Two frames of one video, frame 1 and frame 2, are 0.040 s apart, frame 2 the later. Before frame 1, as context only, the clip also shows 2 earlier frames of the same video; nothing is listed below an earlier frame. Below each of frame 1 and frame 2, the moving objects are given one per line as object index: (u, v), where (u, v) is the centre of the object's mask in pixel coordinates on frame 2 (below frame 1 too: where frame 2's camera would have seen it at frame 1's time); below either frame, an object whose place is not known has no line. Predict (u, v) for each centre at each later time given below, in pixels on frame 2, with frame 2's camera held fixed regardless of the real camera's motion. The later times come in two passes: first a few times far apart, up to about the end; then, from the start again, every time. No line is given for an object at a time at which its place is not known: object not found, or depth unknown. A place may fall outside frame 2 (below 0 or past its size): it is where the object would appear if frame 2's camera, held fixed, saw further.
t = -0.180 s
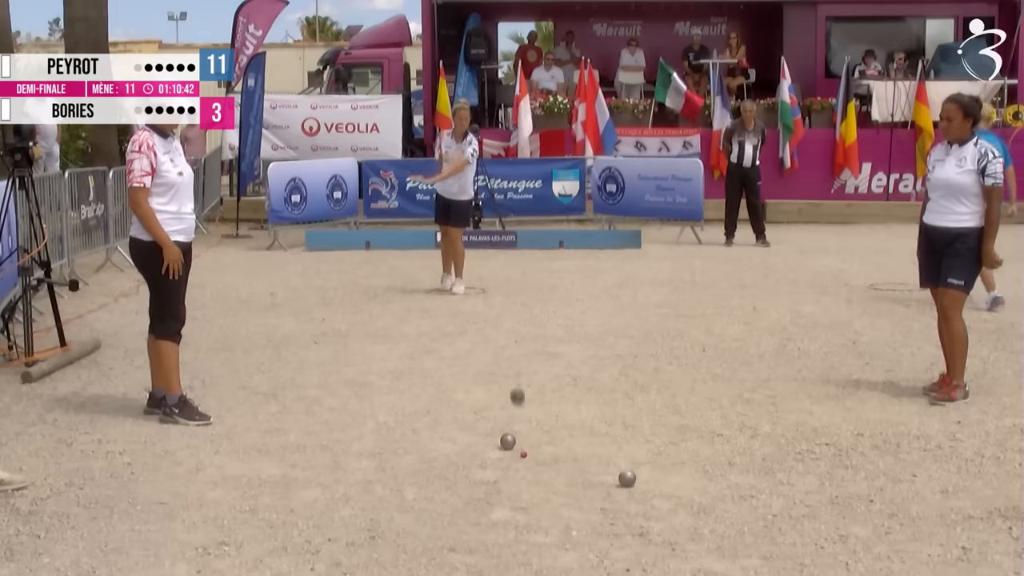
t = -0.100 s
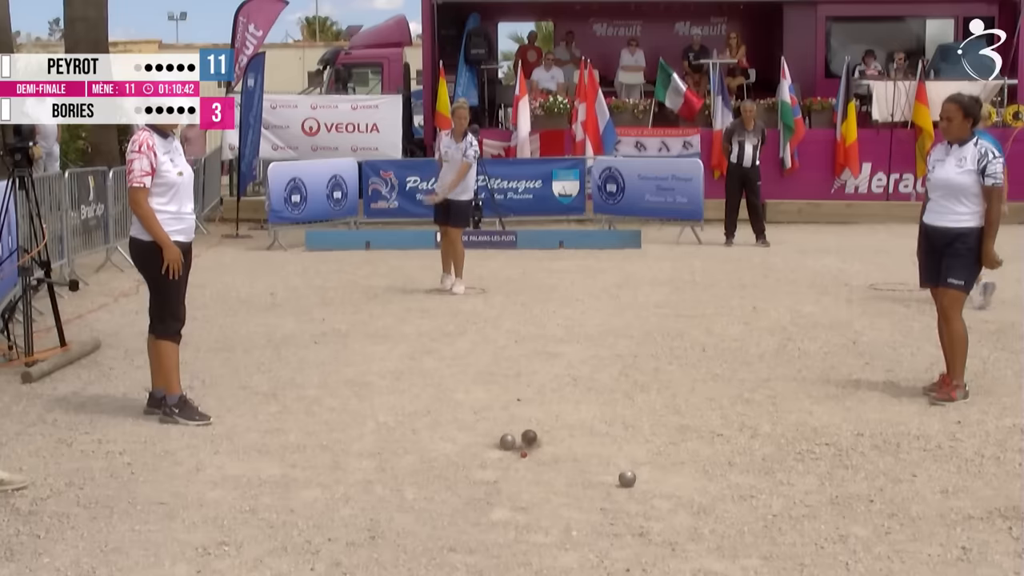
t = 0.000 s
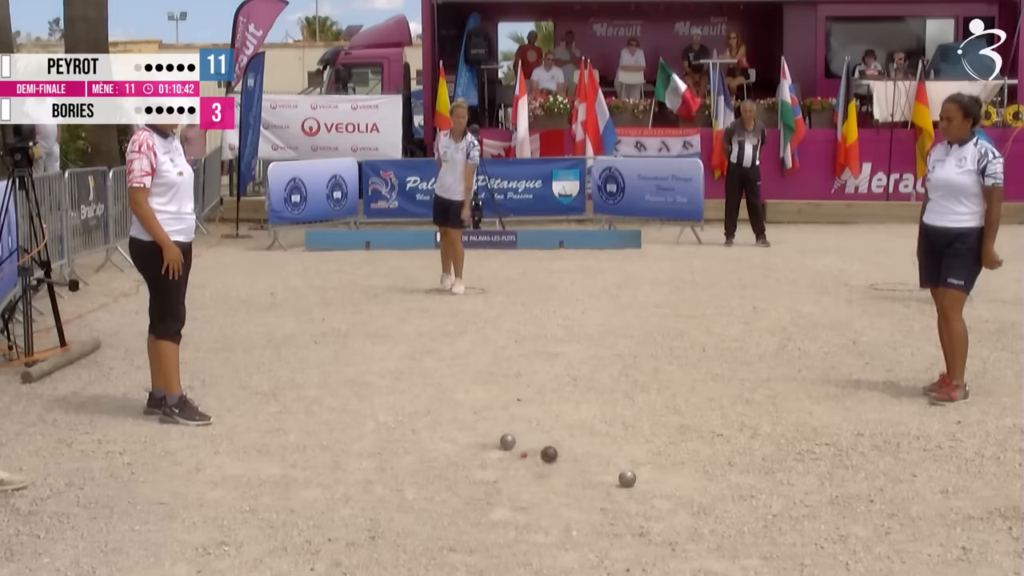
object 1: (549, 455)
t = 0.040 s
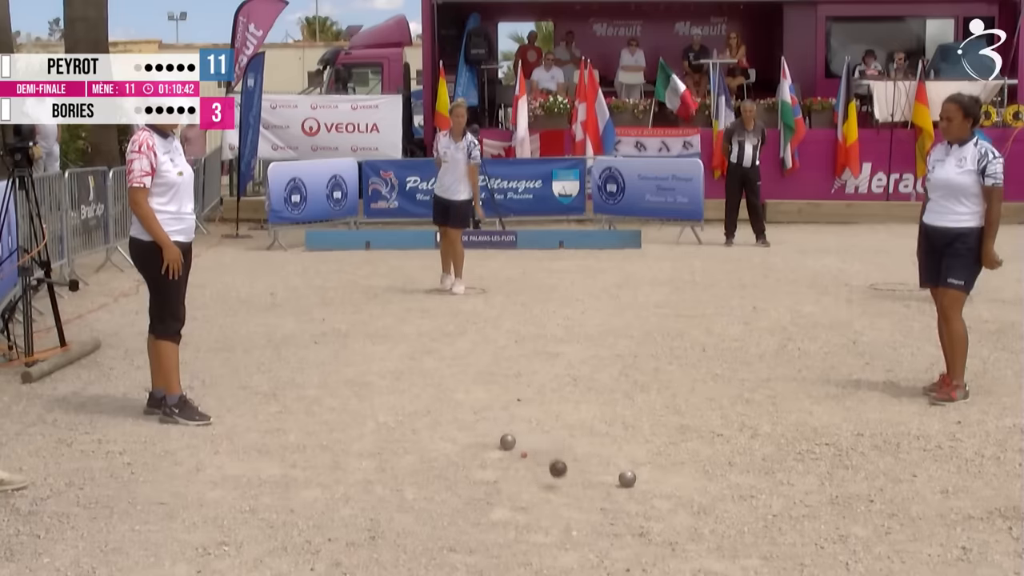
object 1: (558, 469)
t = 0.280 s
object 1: (616, 543)
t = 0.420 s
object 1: (671, 565)
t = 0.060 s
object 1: (563, 477)
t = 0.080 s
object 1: (567, 488)
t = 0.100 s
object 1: (572, 498)
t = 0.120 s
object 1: (576, 501)
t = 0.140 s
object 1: (576, 504)
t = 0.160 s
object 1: (586, 503)
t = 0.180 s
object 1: (590, 507)
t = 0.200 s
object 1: (595, 512)
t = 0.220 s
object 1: (600, 517)
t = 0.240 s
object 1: (605, 525)
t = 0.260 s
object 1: (610, 533)
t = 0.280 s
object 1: (616, 543)
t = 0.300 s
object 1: (622, 549)
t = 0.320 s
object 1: (630, 549)
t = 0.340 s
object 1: (638, 550)
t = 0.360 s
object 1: (646, 552)
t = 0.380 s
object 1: (654, 556)
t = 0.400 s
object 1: (663, 560)
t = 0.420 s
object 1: (671, 565)
